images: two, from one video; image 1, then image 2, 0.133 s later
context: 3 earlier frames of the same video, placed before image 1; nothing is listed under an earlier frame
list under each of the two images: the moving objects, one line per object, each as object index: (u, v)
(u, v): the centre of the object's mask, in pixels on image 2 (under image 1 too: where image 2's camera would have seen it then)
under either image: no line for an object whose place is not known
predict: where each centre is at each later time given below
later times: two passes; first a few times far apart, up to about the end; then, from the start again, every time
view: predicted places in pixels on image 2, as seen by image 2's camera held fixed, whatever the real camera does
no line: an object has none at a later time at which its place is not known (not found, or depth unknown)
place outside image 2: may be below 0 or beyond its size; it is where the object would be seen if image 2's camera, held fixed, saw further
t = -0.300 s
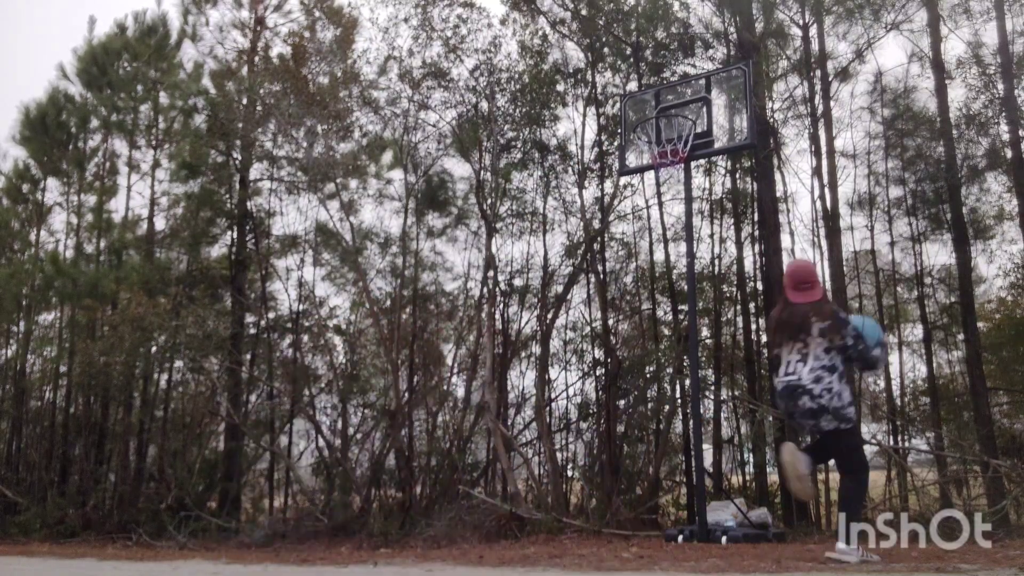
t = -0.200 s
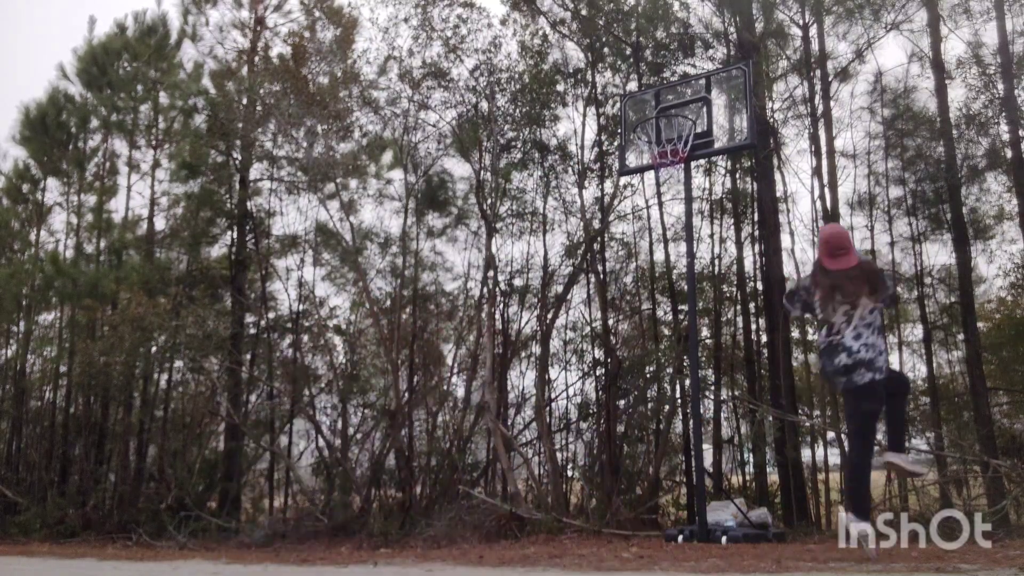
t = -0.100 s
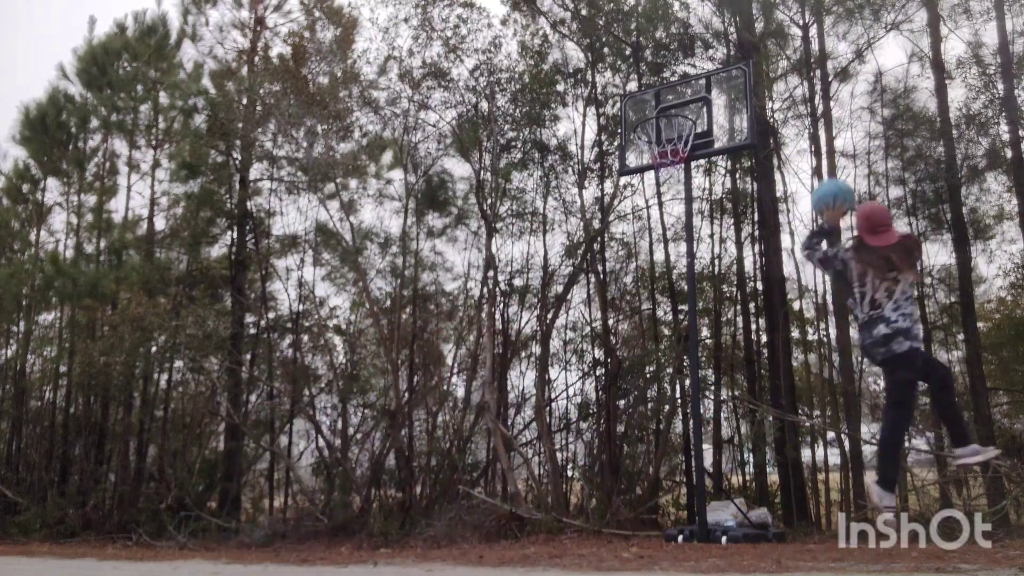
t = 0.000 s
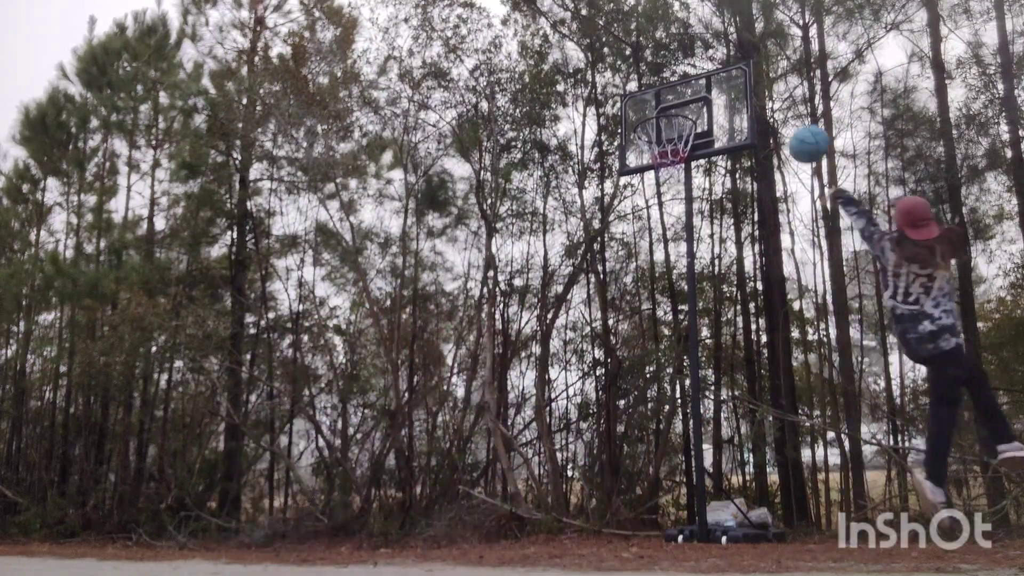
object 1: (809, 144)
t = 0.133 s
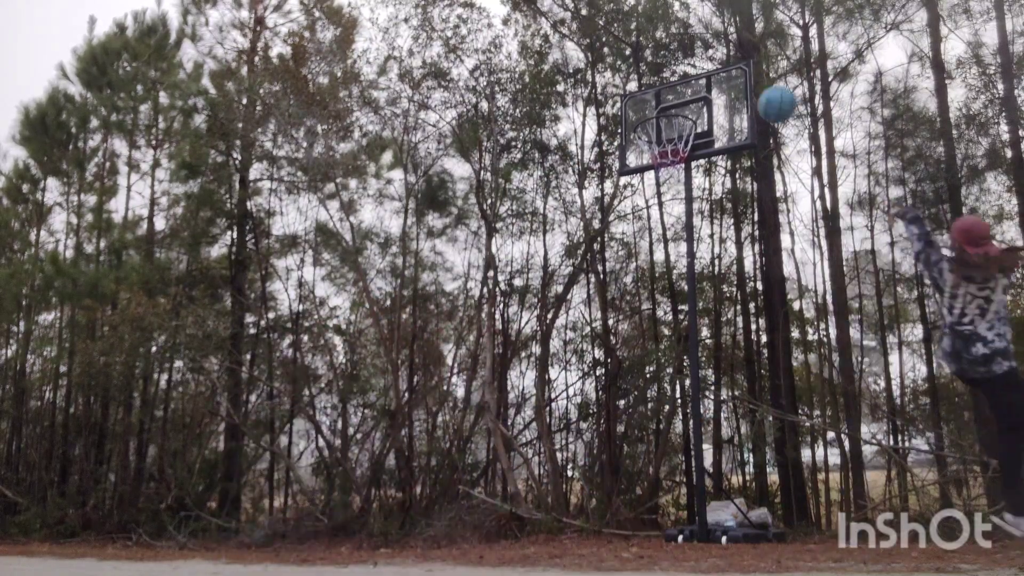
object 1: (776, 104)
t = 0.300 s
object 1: (746, 93)
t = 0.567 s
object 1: (716, 120)
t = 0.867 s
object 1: (788, 185)
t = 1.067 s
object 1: (853, 306)
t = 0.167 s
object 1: (769, 99)
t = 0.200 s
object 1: (763, 95)
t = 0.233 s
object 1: (757, 93)
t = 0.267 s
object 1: (751, 93)
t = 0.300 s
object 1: (746, 93)
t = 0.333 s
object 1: (742, 95)
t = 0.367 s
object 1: (736, 98)
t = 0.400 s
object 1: (732, 103)
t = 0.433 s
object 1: (728, 108)
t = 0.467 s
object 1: (722, 111)
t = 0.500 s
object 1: (717, 115)
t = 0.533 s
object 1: (712, 119)
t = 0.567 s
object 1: (716, 120)
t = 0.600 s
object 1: (724, 122)
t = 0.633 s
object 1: (732, 125)
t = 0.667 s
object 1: (739, 129)
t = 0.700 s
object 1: (746, 135)
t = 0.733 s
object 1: (754, 141)
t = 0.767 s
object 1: (762, 150)
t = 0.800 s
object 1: (770, 159)
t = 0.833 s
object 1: (778, 171)
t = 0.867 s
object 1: (788, 185)
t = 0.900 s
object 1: (798, 200)
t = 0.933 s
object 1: (809, 218)
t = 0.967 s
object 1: (820, 236)
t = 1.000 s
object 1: (830, 257)
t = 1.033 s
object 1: (842, 280)
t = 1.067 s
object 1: (853, 306)
